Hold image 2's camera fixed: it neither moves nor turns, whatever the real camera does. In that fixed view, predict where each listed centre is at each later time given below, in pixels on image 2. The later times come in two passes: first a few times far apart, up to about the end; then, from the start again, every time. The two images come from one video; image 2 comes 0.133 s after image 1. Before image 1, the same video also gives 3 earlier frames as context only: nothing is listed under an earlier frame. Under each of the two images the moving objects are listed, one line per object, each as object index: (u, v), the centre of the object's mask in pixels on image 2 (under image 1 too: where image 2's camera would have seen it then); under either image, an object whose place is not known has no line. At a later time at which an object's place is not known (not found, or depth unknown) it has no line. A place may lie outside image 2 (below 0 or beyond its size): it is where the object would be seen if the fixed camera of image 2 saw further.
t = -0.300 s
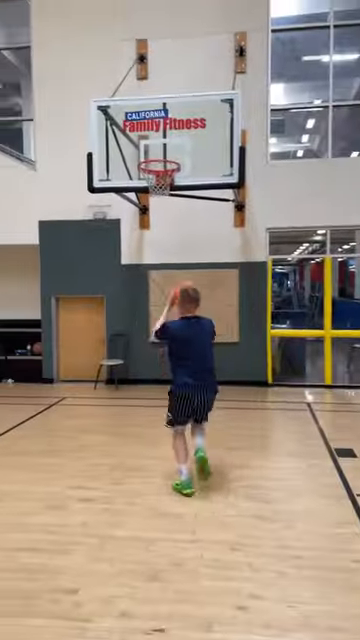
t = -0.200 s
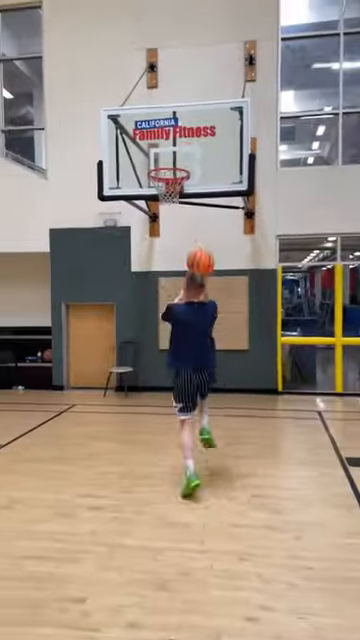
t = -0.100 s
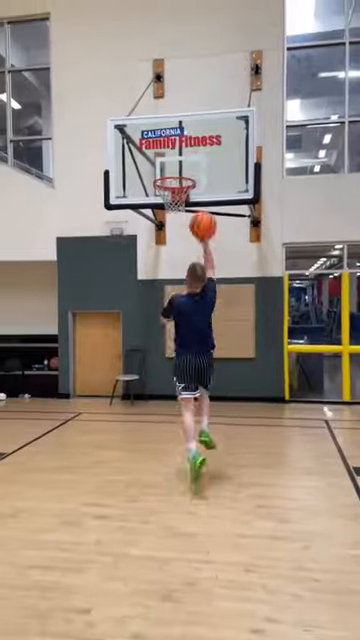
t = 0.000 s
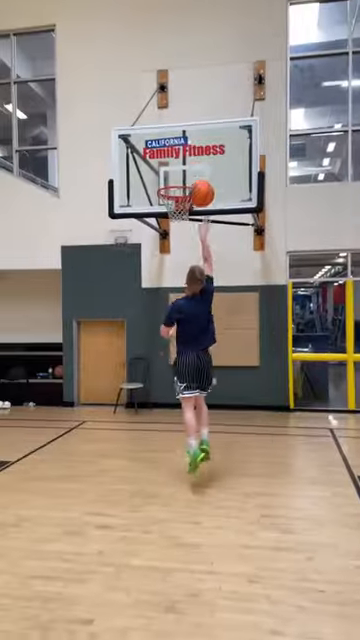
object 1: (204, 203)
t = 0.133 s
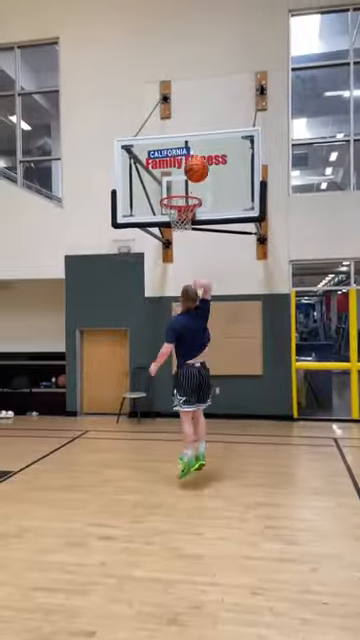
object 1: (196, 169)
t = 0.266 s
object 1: (190, 156)
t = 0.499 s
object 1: (181, 173)
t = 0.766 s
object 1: (177, 202)
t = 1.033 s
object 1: (178, 221)
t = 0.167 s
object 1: (195, 164)
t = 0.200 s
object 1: (193, 160)
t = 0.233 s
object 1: (192, 158)
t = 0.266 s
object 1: (190, 156)
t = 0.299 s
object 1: (190, 156)
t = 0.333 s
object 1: (189, 156)
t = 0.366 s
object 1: (188, 156)
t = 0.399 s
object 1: (185, 160)
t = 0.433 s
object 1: (183, 164)
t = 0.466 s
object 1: (183, 167)
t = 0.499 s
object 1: (181, 173)
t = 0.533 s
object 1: (180, 180)
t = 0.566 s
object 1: (179, 186)
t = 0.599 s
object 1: (179, 187)
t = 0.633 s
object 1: (179, 189)
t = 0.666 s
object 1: (178, 190)
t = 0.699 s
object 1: (178, 193)
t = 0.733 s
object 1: (177, 198)
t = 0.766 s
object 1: (177, 202)
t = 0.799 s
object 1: (177, 206)
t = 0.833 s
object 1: (177, 212)
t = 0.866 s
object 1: (177, 217)
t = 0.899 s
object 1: (177, 218)
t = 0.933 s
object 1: (177, 218)
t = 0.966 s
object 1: (178, 218)
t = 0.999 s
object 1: (178, 219)
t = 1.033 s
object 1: (178, 221)
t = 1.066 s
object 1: (180, 225)
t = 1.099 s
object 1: (181, 228)
